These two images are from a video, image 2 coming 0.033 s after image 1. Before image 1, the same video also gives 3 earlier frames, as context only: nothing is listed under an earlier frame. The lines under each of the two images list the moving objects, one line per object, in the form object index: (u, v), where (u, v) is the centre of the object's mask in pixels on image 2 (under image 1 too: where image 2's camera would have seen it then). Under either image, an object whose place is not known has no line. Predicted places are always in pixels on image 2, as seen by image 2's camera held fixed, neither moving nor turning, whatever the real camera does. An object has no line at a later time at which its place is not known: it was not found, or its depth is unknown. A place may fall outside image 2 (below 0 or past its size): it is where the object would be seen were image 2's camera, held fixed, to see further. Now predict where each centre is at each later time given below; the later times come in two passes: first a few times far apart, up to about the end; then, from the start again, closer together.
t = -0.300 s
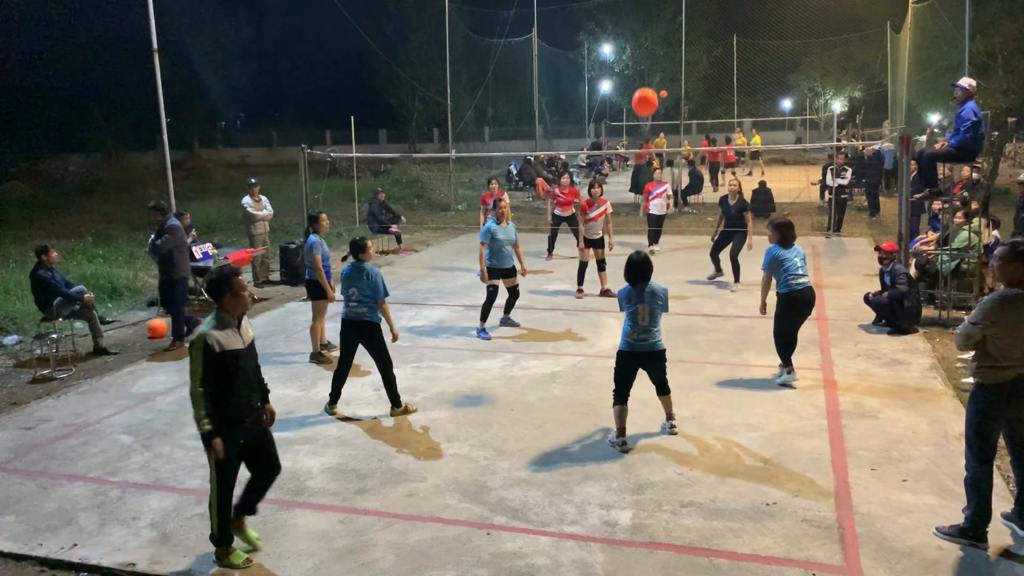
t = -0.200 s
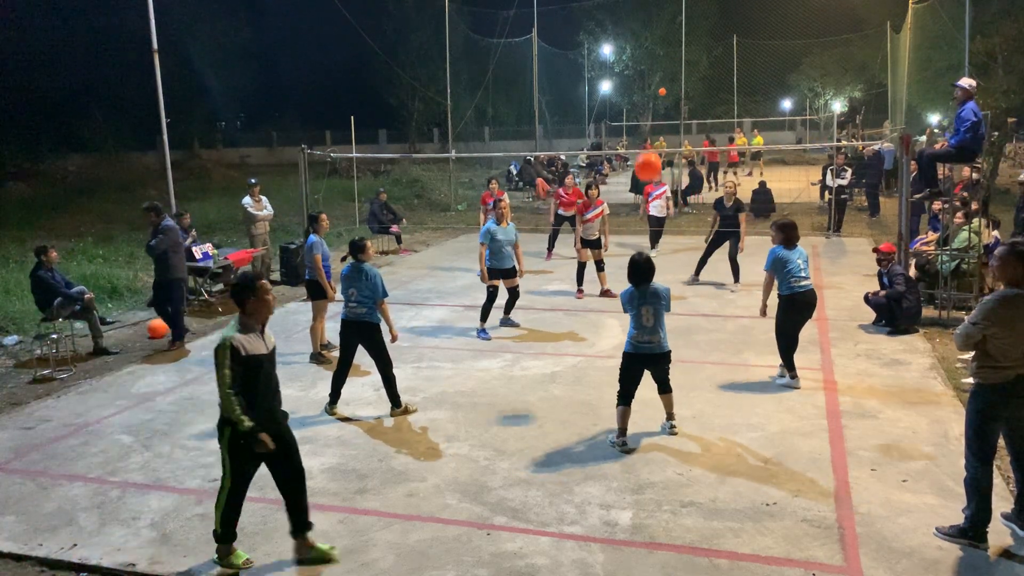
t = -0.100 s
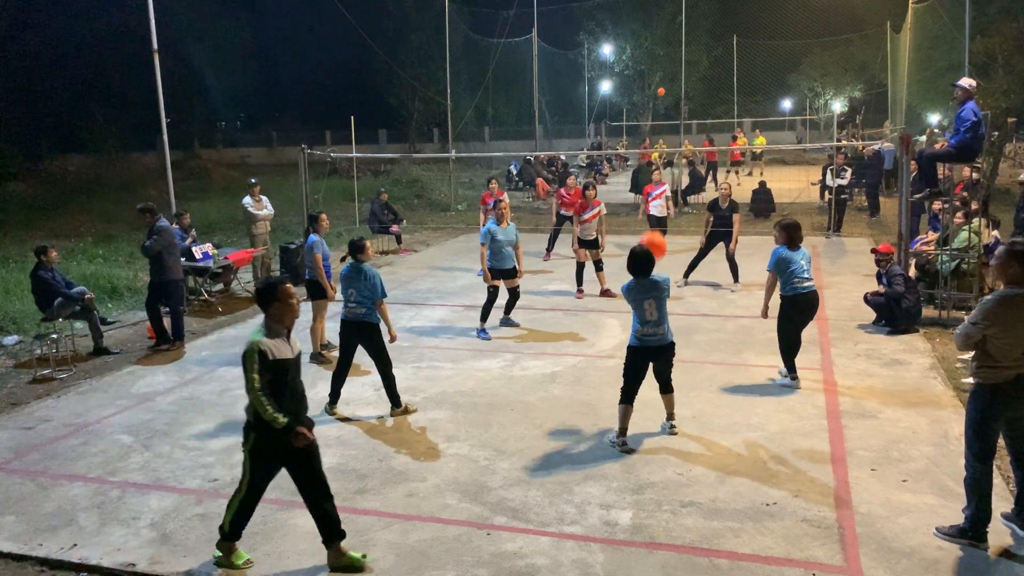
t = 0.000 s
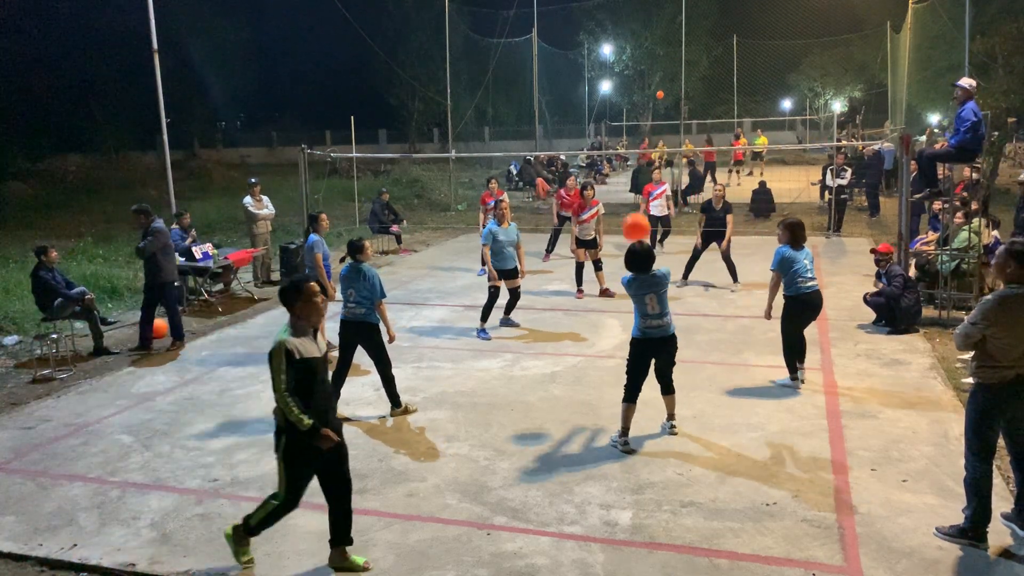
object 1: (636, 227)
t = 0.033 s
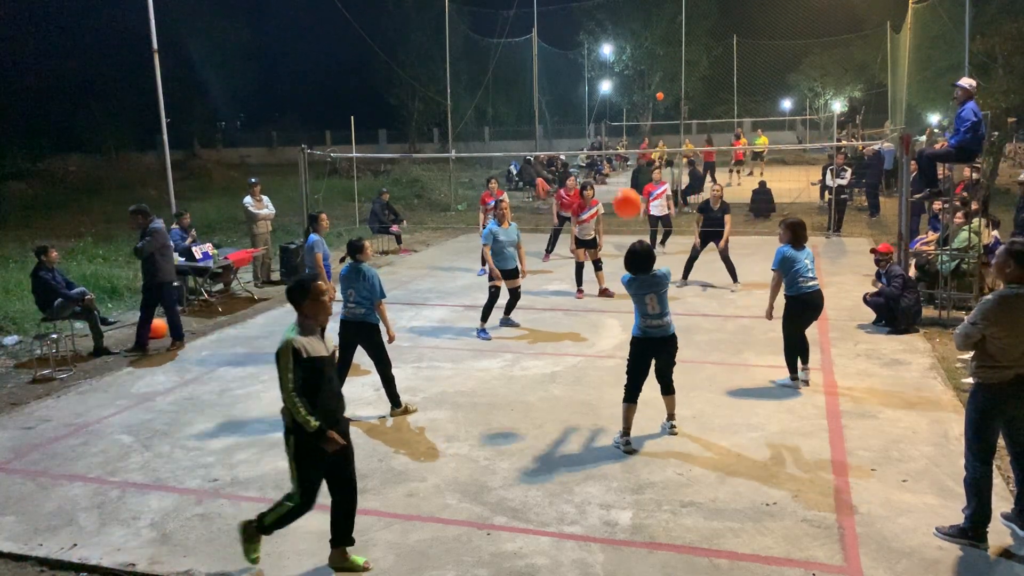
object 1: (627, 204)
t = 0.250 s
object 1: (571, 77)
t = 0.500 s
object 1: (522, 16)
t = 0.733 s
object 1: (483, 27)
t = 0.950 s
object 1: (457, 82)
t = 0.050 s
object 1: (622, 190)
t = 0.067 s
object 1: (618, 178)
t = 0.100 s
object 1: (608, 156)
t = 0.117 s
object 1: (604, 146)
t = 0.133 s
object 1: (599, 136)
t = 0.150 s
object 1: (594, 126)
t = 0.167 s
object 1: (590, 117)
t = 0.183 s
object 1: (586, 108)
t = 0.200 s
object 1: (582, 100)
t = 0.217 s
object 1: (578, 93)
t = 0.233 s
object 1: (574, 85)
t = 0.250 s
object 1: (571, 77)
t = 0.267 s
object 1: (567, 71)
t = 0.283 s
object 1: (564, 65)
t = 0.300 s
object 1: (560, 59)
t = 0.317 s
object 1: (557, 54)
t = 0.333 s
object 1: (554, 48)
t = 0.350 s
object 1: (550, 43)
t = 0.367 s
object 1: (547, 39)
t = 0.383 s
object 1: (544, 35)
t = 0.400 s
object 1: (541, 31)
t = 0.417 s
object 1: (538, 27)
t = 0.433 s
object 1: (534, 24)
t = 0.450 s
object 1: (531, 22)
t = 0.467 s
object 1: (528, 19)
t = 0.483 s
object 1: (525, 18)
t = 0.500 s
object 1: (522, 16)
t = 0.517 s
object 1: (519, 14)
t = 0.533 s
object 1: (516, 13)
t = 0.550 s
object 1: (513, 13)
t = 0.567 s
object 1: (510, 13)
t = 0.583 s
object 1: (507, 13)
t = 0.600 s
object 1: (504, 13)
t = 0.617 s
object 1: (501, 14)
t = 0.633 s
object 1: (498, 15)
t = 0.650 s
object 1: (496, 16)
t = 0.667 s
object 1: (493, 18)
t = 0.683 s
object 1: (490, 20)
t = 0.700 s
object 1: (488, 22)
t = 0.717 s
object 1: (486, 24)
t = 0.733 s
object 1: (483, 27)
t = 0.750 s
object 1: (481, 29)
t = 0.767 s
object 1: (479, 33)
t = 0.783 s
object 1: (476, 36)
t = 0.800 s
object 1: (474, 40)
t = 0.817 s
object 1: (472, 43)
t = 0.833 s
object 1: (470, 48)
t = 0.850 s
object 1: (468, 52)
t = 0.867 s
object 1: (466, 56)
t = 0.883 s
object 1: (464, 61)
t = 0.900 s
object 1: (463, 66)
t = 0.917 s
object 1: (461, 71)
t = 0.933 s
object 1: (459, 77)
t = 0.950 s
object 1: (457, 82)
